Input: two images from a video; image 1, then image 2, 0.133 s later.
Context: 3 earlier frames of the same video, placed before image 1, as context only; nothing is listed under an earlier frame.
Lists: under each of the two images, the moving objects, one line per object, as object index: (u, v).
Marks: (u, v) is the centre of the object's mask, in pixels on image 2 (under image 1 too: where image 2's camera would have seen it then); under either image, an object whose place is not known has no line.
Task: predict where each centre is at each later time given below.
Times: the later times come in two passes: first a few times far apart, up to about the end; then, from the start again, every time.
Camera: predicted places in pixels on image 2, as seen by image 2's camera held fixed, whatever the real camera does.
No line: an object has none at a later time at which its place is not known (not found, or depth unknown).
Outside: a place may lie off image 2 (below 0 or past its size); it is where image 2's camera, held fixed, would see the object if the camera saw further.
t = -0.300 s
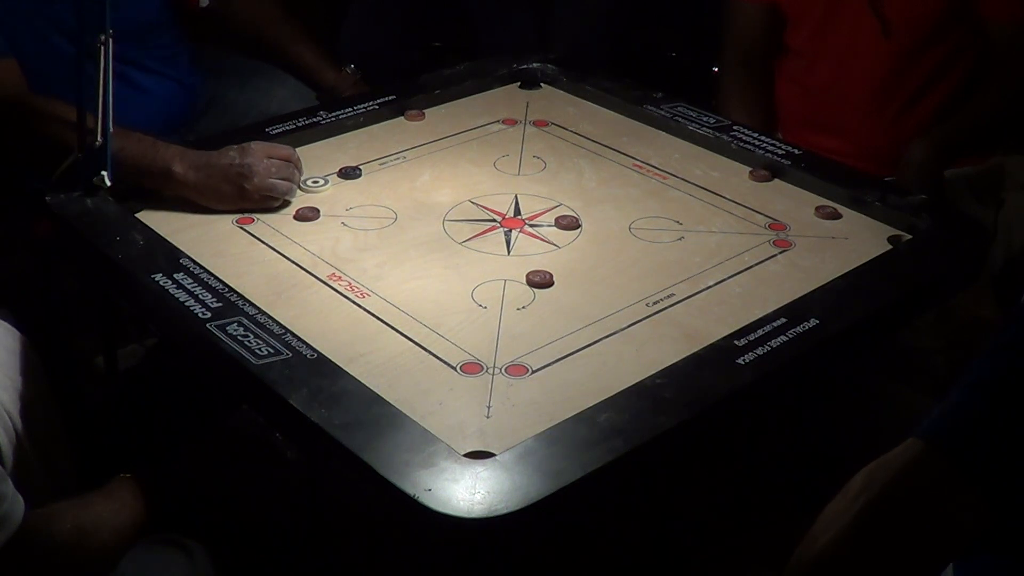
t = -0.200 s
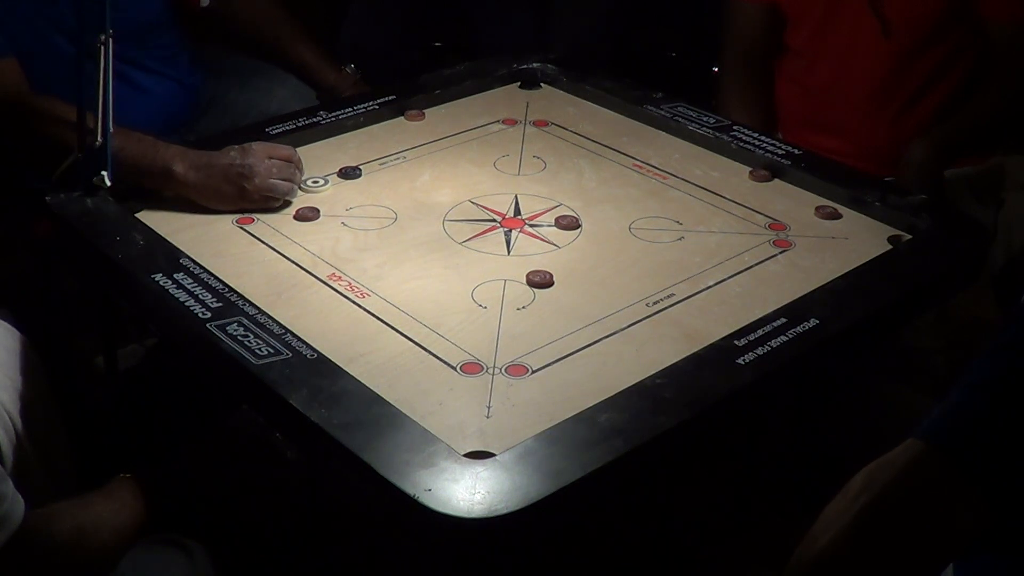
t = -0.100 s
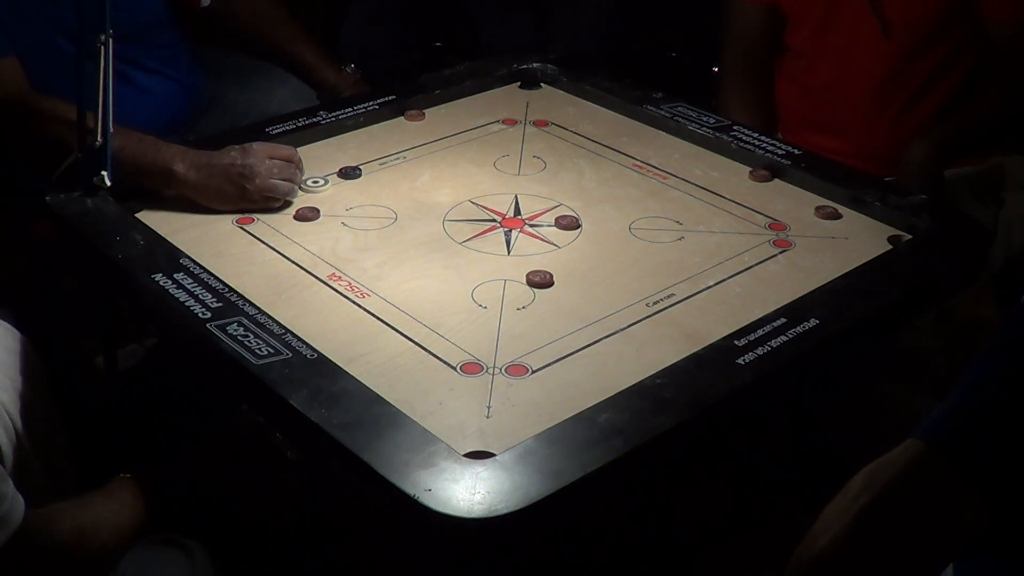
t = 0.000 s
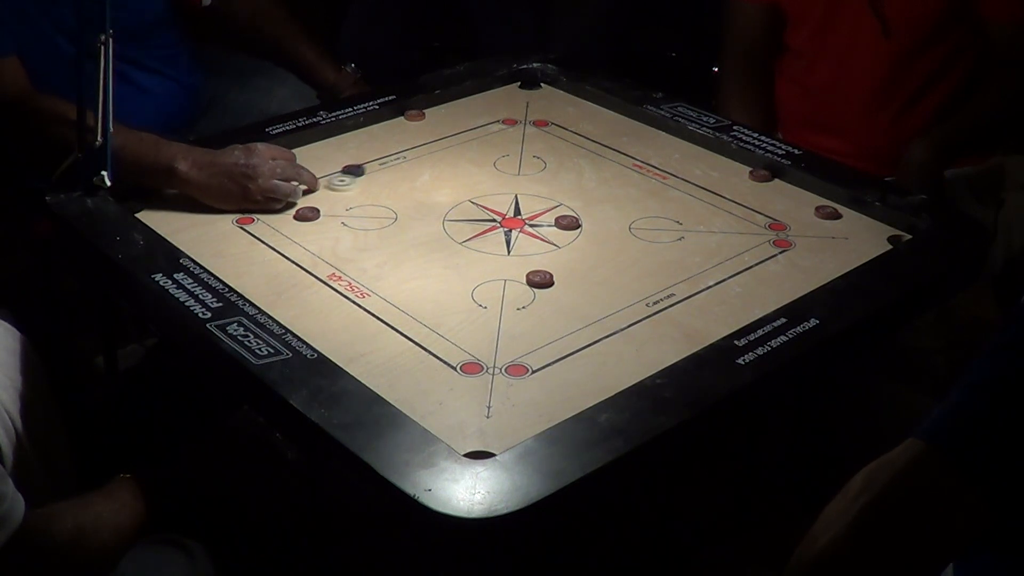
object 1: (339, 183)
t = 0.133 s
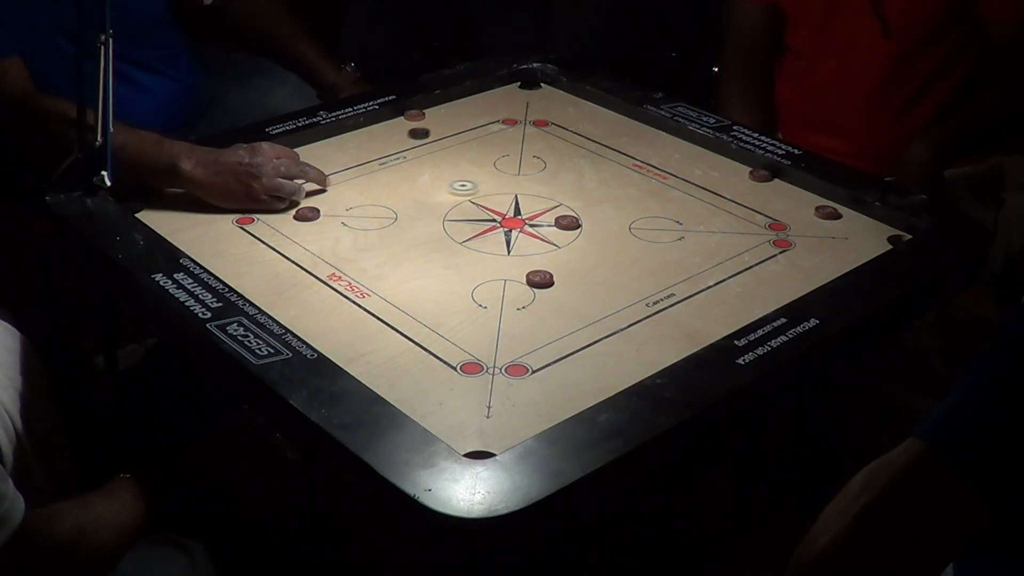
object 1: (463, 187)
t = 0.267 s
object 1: (570, 192)
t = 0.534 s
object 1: (735, 201)
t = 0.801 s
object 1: (819, 203)
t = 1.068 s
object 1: (818, 209)
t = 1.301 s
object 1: (818, 209)
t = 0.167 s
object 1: (491, 188)
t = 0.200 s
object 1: (519, 190)
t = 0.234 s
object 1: (545, 191)
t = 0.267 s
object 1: (570, 192)
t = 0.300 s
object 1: (594, 193)
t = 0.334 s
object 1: (618, 194)
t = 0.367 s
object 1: (640, 195)
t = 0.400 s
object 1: (661, 197)
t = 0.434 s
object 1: (682, 197)
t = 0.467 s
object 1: (701, 199)
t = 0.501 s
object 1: (718, 200)
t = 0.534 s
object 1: (735, 201)
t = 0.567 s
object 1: (751, 201)
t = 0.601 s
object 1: (765, 202)
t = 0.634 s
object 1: (779, 203)
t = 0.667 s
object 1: (793, 203)
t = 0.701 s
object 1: (803, 203)
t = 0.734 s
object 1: (810, 203)
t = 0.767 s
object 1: (816, 203)
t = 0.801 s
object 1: (819, 203)
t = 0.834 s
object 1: (819, 205)
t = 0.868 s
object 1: (819, 207)
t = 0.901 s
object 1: (818, 208)
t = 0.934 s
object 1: (818, 208)
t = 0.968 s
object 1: (818, 209)
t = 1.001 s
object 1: (818, 209)
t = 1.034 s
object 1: (818, 209)
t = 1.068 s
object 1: (818, 209)
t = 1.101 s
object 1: (818, 209)
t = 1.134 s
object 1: (818, 209)
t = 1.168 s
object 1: (818, 209)
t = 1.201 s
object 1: (818, 209)
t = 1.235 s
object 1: (818, 209)
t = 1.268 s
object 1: (818, 209)
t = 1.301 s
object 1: (818, 209)
